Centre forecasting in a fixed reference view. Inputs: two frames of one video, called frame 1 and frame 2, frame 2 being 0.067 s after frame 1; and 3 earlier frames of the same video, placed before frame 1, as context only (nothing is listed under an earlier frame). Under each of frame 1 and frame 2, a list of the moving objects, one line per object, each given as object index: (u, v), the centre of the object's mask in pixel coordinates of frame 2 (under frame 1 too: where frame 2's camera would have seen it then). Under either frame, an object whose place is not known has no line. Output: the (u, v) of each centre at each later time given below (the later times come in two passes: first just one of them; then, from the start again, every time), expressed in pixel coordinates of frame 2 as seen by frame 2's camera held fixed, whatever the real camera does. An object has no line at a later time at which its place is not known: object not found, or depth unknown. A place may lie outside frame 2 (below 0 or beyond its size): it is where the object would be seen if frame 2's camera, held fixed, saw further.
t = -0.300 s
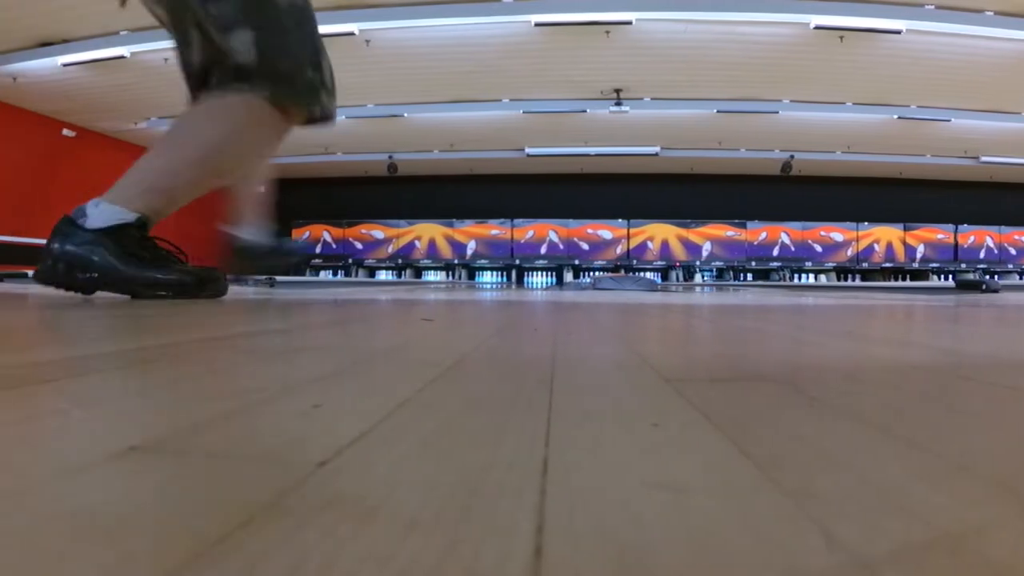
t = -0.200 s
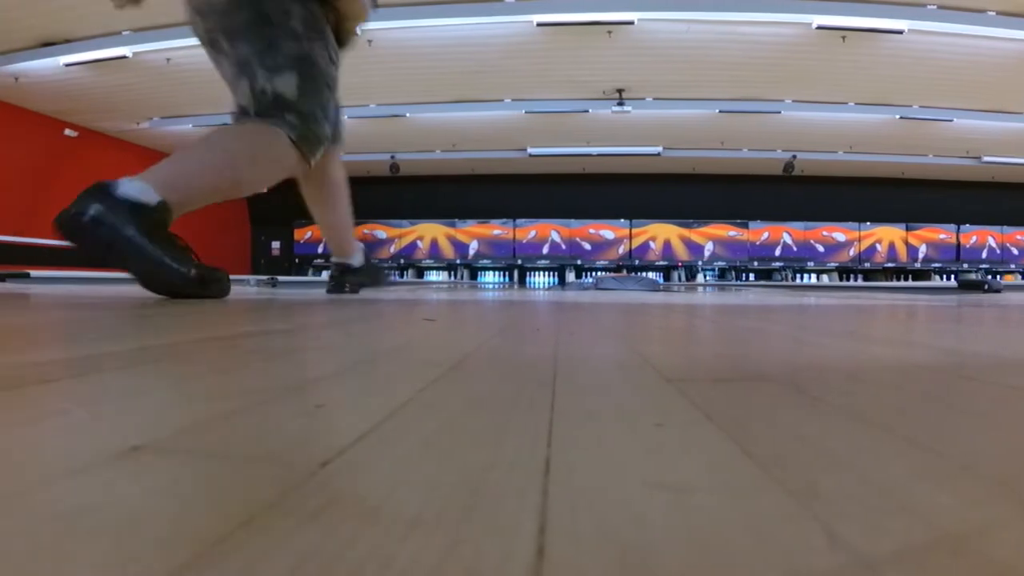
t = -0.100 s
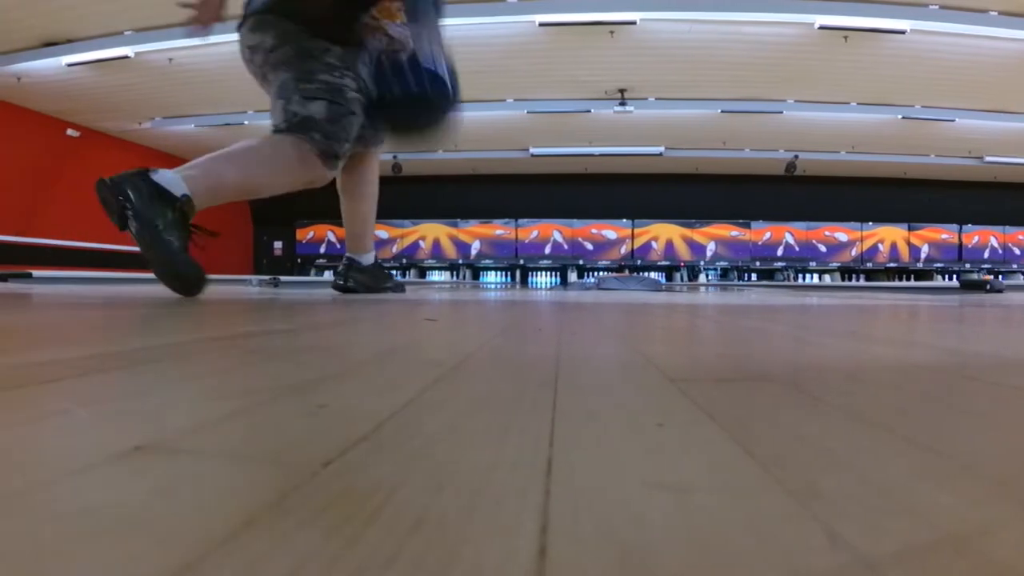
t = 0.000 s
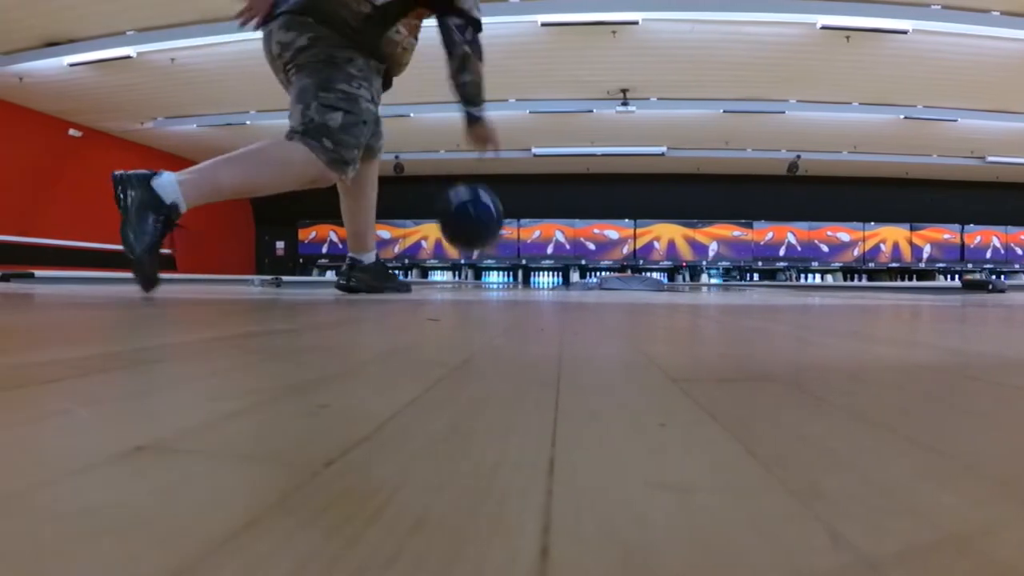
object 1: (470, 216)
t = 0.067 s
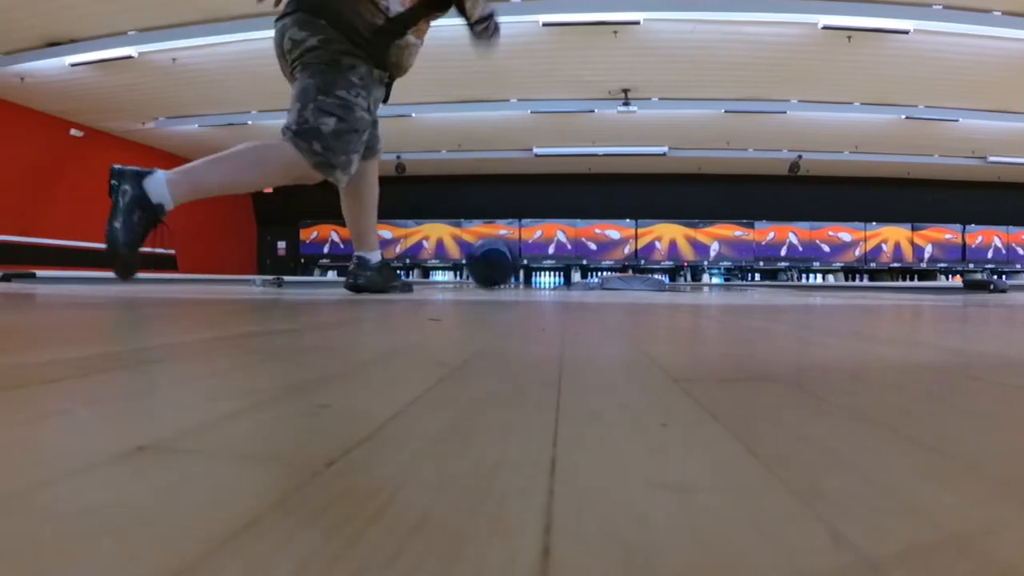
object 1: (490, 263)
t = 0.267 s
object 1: (522, 272)
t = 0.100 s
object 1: (499, 266)
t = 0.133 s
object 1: (505, 268)
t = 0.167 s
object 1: (511, 270)
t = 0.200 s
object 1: (515, 271)
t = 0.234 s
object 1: (518, 271)
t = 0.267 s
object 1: (522, 272)
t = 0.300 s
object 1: (526, 272)
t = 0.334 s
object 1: (528, 272)
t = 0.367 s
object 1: (531, 273)
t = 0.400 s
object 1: (533, 273)
